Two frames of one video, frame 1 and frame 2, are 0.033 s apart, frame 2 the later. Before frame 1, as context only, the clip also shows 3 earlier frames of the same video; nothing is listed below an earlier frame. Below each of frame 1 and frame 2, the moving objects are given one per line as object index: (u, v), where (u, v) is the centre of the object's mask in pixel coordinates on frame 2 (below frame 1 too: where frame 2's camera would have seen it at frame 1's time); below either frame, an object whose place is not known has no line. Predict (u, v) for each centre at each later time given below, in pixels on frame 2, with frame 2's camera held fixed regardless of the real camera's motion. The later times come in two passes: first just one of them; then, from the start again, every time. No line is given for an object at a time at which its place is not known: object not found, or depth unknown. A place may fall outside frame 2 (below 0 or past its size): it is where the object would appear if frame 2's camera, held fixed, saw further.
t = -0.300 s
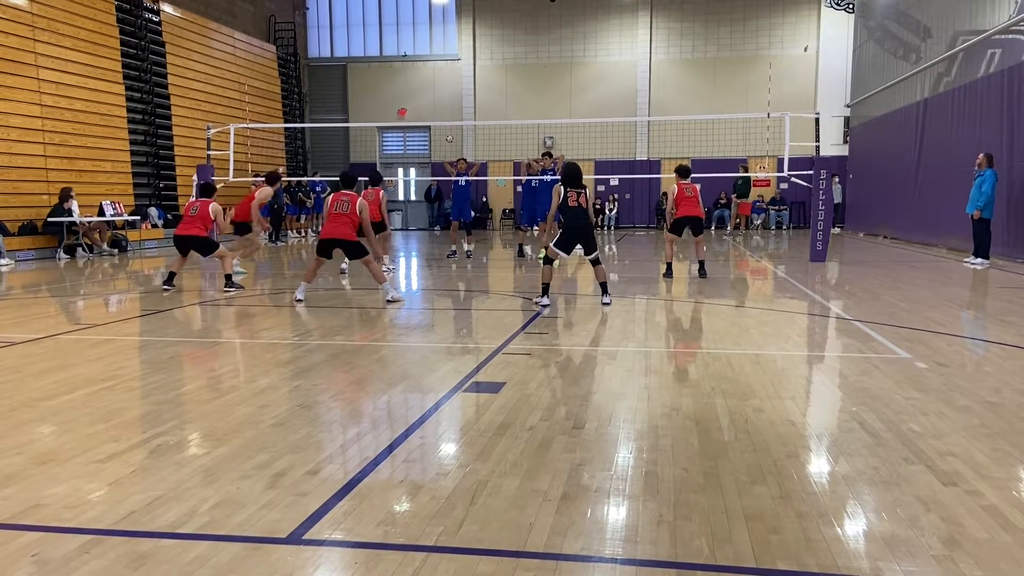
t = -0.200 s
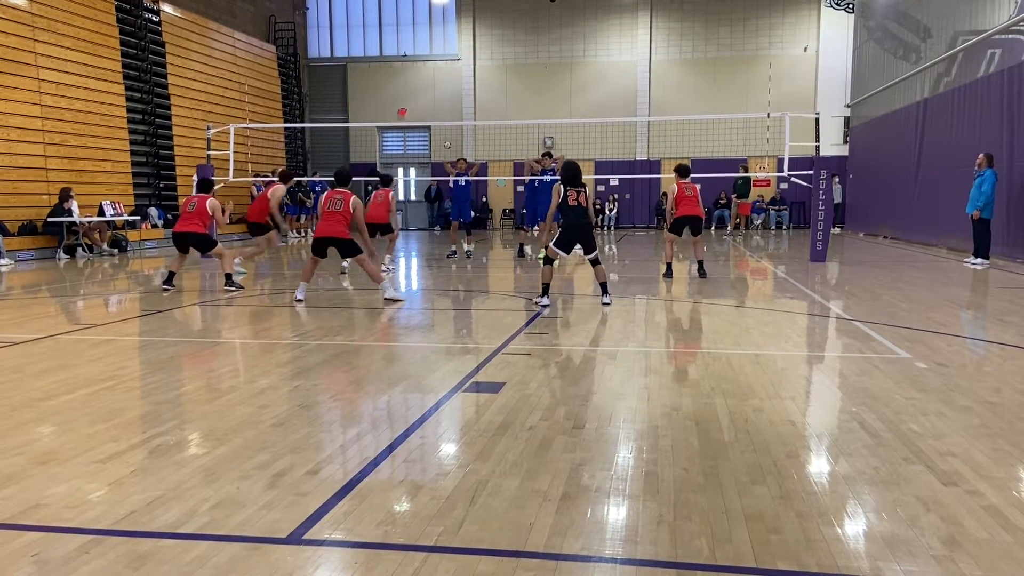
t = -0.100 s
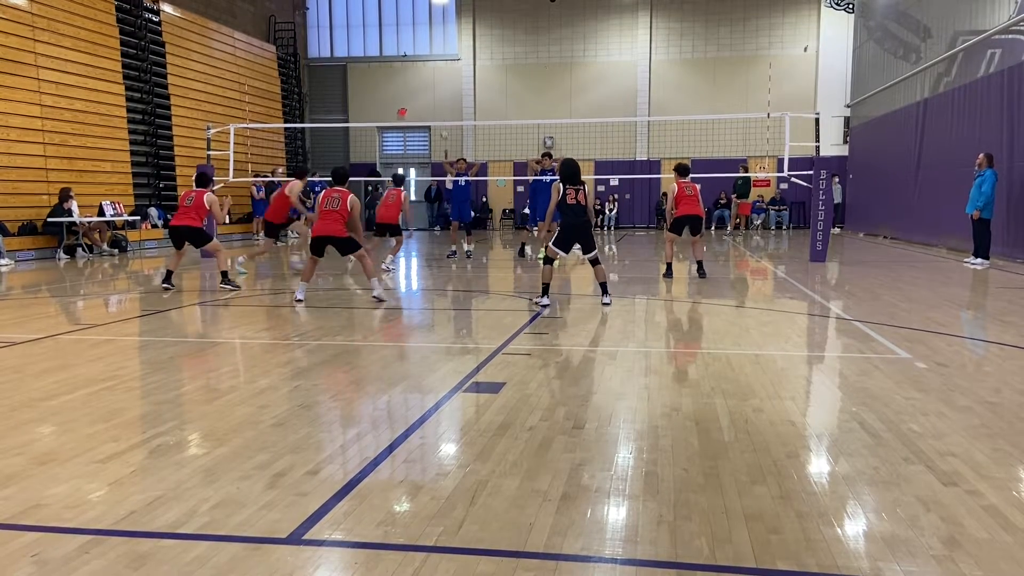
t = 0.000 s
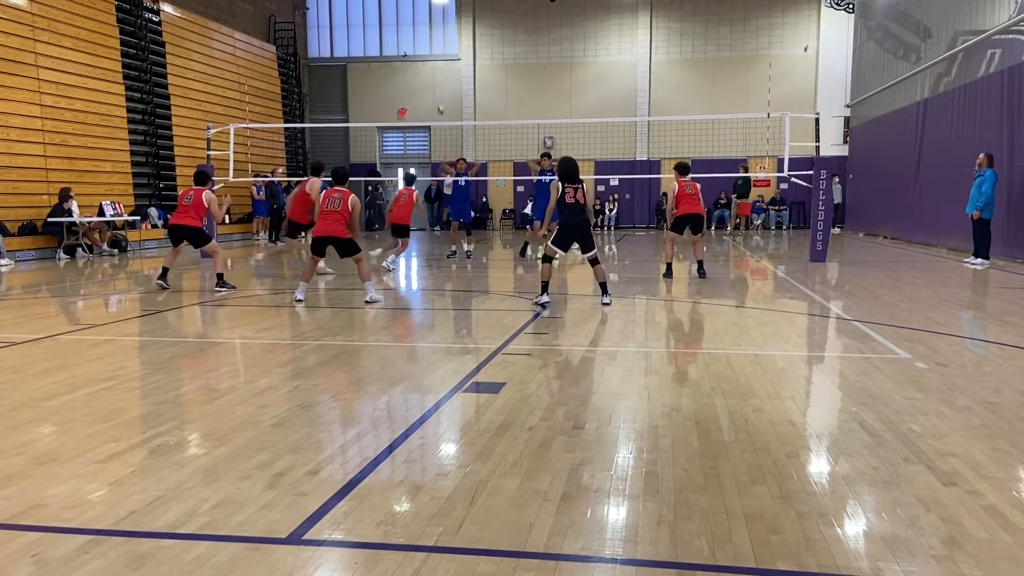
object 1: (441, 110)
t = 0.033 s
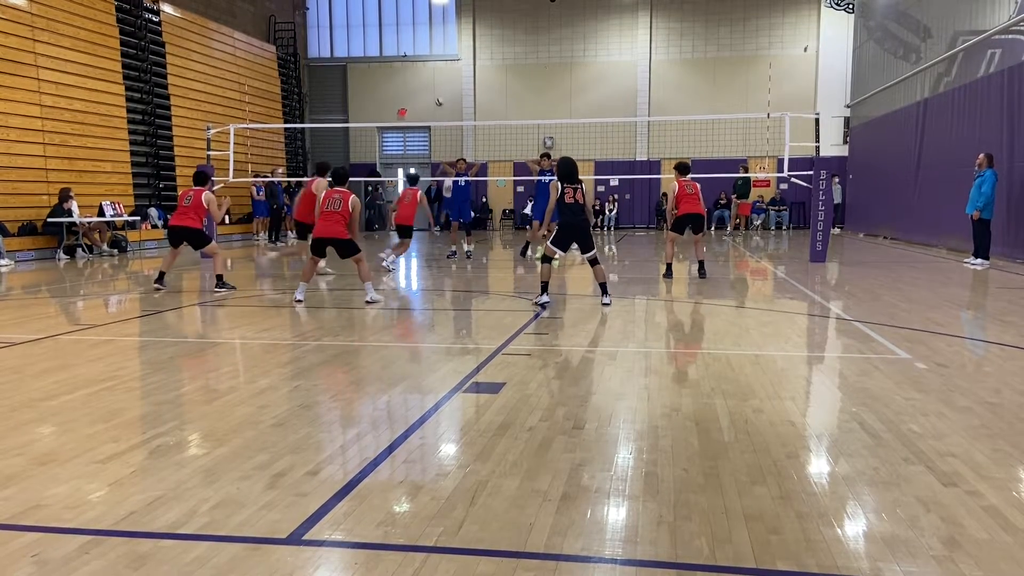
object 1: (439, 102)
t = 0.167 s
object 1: (434, 72)
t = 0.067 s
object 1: (438, 94)
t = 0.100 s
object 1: (436, 86)
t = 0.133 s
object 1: (435, 79)
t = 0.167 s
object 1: (434, 72)
